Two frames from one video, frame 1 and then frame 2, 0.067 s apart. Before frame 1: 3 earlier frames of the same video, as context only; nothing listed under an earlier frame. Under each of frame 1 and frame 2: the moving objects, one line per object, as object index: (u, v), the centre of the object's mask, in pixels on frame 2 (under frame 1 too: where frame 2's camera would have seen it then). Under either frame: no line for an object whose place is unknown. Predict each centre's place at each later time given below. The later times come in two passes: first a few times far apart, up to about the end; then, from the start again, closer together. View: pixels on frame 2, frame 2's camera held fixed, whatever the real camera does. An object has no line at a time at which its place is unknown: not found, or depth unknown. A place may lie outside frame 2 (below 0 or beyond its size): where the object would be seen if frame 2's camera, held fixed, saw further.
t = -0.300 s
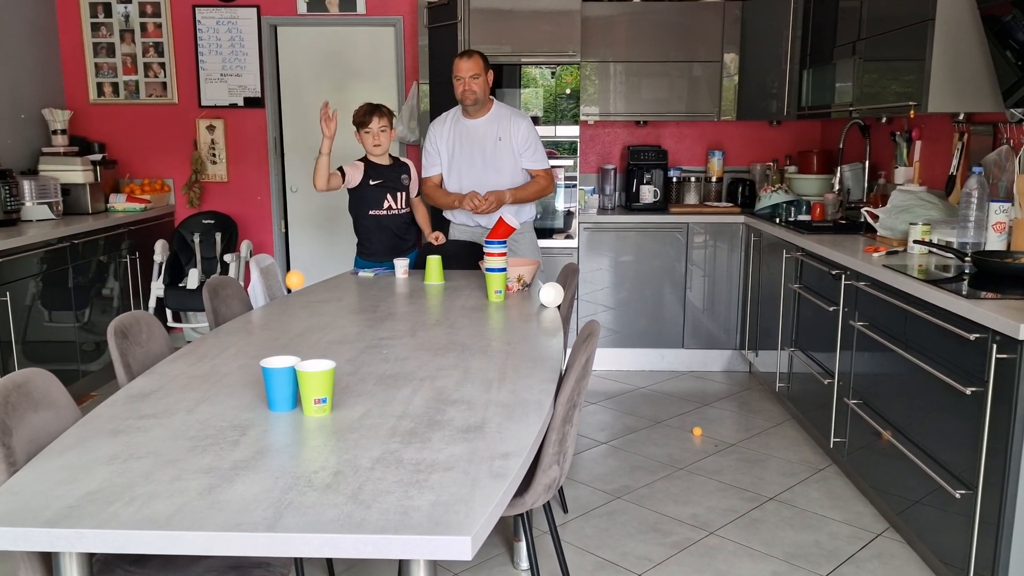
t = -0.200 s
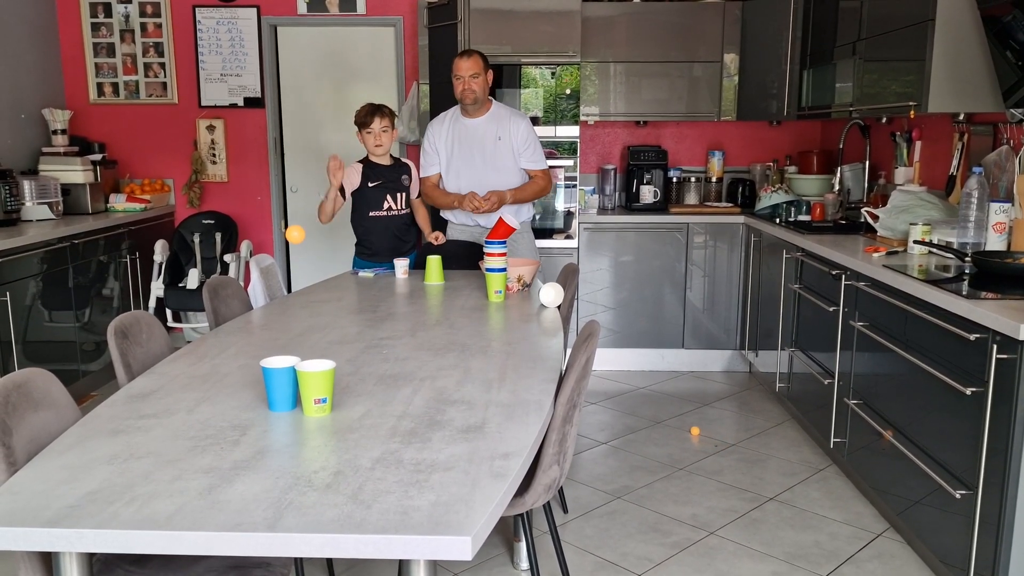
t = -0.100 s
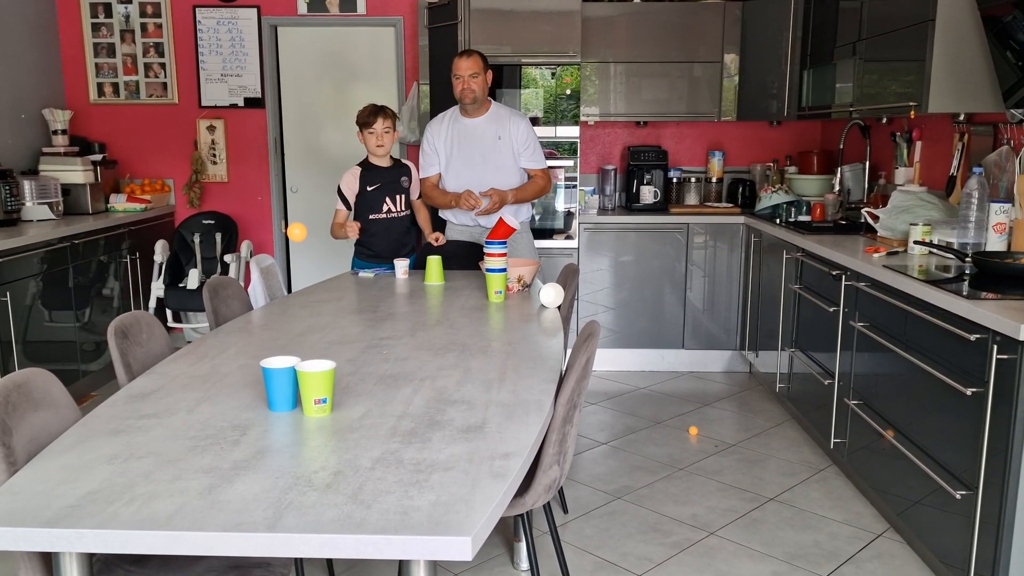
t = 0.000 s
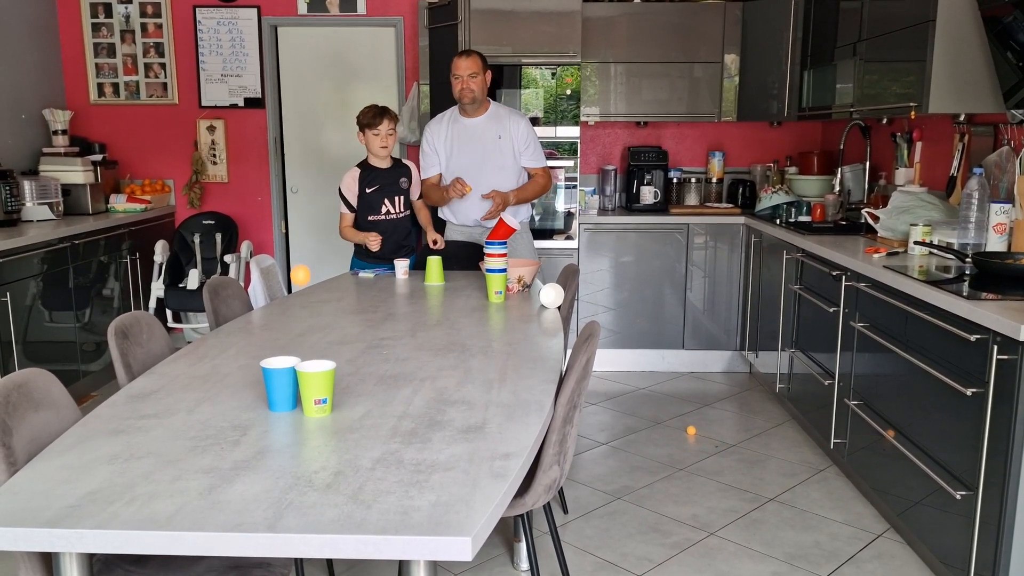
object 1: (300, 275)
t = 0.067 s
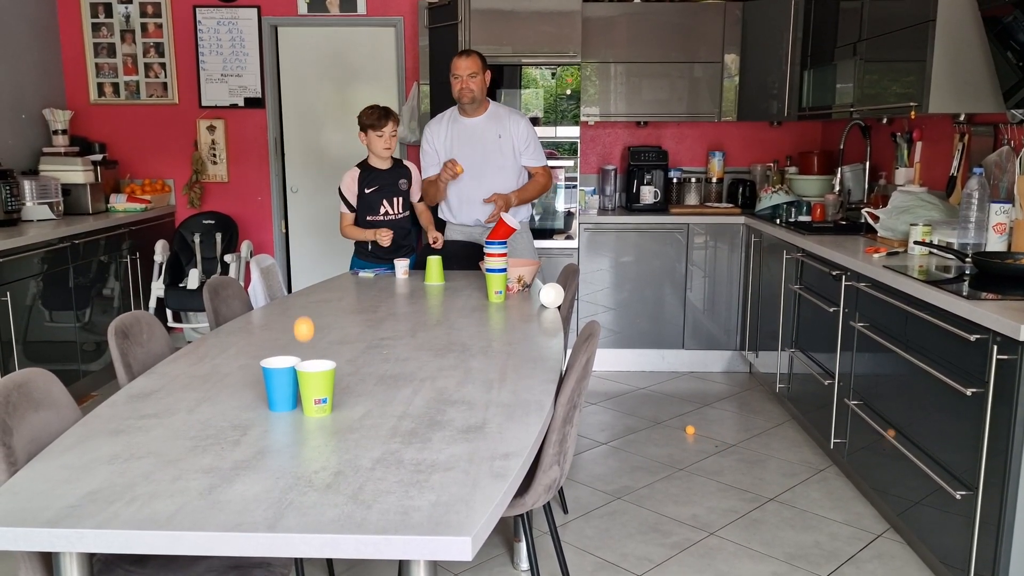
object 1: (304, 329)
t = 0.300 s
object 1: (307, 324)
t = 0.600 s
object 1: (316, 449)
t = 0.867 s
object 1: (309, 384)
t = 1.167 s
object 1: (292, 413)
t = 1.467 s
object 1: (261, 443)
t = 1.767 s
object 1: (226, 460)
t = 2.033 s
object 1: (203, 468)
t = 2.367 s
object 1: (183, 489)
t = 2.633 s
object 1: (174, 468)
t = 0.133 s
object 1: (307, 401)
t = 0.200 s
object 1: (309, 380)
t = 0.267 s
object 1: (308, 338)
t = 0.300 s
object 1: (307, 324)
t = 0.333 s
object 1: (308, 315)
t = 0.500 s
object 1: (311, 354)
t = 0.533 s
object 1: (312, 381)
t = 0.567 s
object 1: (314, 413)
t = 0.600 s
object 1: (316, 449)
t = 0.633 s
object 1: (316, 444)
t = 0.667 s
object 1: (314, 420)
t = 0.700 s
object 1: (313, 400)
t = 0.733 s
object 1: (311, 385)
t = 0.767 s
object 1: (311, 376)
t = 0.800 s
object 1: (310, 373)
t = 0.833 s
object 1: (310, 375)
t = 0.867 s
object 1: (309, 384)
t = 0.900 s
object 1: (309, 399)
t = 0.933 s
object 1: (309, 420)
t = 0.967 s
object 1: (309, 446)
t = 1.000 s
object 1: (310, 479)
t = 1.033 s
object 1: (306, 461)
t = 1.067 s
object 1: (303, 441)
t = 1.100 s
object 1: (299, 426)
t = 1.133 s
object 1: (295, 417)
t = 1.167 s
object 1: (292, 413)
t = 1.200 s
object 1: (289, 416)
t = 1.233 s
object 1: (287, 425)
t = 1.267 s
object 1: (284, 440)
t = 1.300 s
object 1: (282, 462)
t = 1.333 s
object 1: (280, 489)
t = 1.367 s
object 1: (276, 483)
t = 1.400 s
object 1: (271, 464)
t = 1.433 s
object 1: (266, 451)
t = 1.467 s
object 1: (261, 443)
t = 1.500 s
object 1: (257, 443)
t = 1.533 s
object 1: (253, 448)
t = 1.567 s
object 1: (249, 460)
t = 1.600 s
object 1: (245, 478)
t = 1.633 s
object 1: (242, 503)
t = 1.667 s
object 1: (238, 490)
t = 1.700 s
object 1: (233, 474)
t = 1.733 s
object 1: (229, 464)
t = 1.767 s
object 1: (226, 460)
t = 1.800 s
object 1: (222, 462)
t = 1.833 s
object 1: (219, 471)
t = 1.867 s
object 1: (216, 485)
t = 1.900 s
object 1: (214, 507)
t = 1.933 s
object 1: (211, 491)
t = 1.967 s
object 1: (208, 477)
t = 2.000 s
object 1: (205, 470)
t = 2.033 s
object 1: (203, 468)
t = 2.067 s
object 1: (201, 473)
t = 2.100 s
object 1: (199, 485)
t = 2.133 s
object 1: (198, 502)
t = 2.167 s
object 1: (195, 490)
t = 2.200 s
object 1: (192, 478)
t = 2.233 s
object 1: (189, 472)
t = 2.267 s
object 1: (184, 472)
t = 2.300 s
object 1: (180, 477)
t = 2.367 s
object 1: (183, 489)
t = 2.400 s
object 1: (181, 477)
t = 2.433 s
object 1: (179, 471)
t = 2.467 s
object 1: (178, 470)
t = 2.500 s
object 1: (177, 476)
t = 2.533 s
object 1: (177, 488)
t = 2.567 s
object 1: (176, 481)
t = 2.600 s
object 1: (175, 471)
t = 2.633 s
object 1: (174, 468)
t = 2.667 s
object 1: (174, 470)
